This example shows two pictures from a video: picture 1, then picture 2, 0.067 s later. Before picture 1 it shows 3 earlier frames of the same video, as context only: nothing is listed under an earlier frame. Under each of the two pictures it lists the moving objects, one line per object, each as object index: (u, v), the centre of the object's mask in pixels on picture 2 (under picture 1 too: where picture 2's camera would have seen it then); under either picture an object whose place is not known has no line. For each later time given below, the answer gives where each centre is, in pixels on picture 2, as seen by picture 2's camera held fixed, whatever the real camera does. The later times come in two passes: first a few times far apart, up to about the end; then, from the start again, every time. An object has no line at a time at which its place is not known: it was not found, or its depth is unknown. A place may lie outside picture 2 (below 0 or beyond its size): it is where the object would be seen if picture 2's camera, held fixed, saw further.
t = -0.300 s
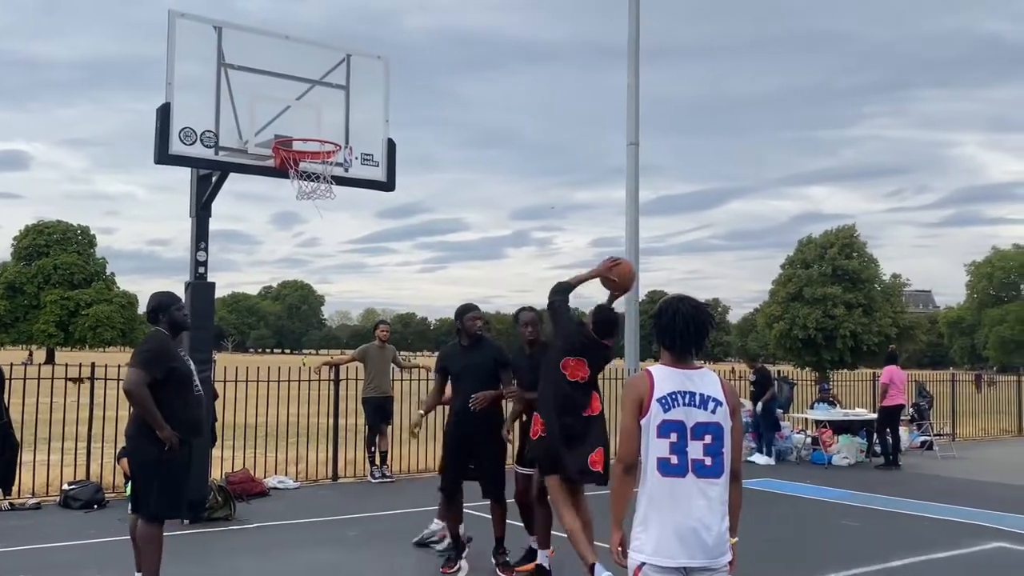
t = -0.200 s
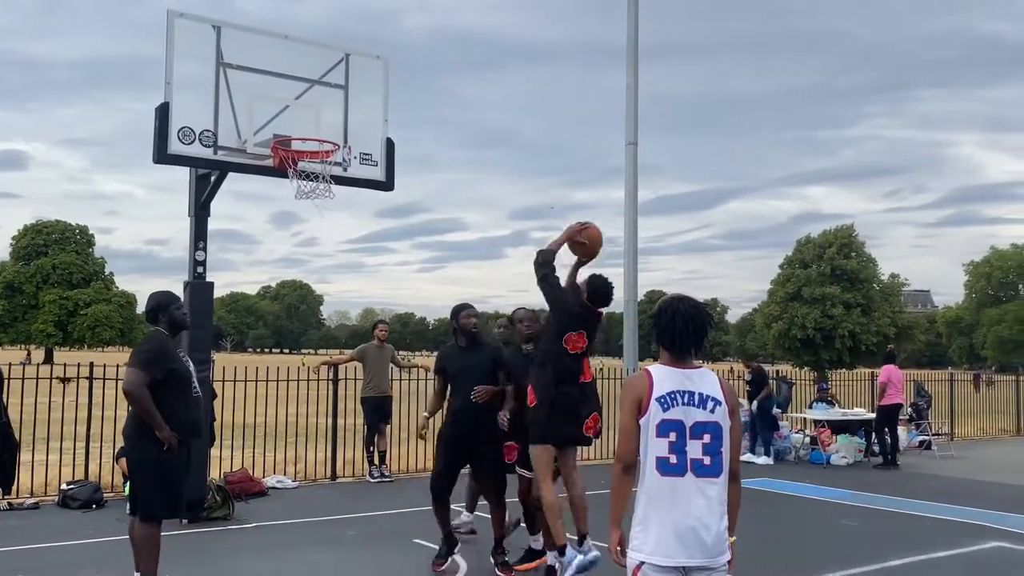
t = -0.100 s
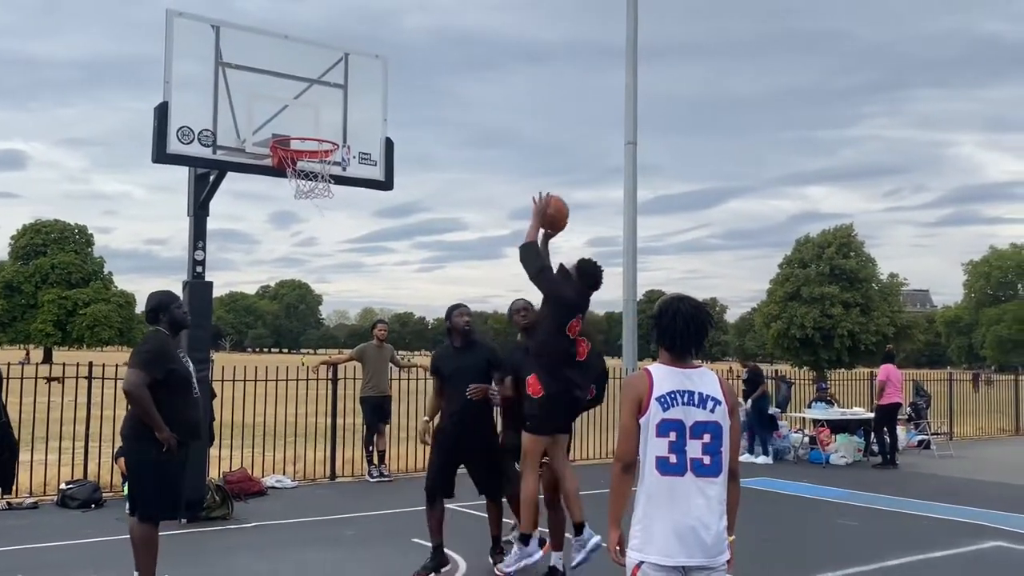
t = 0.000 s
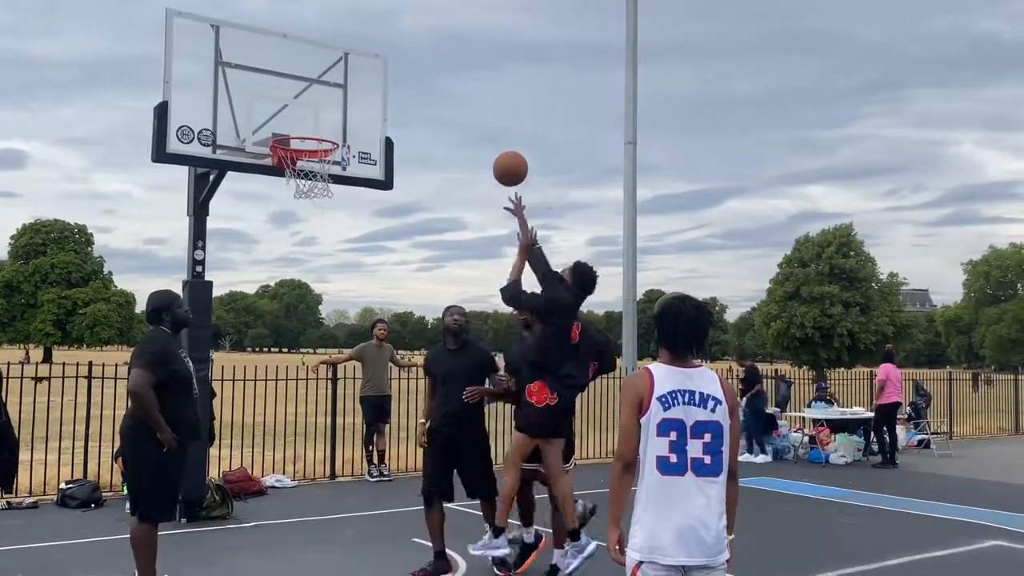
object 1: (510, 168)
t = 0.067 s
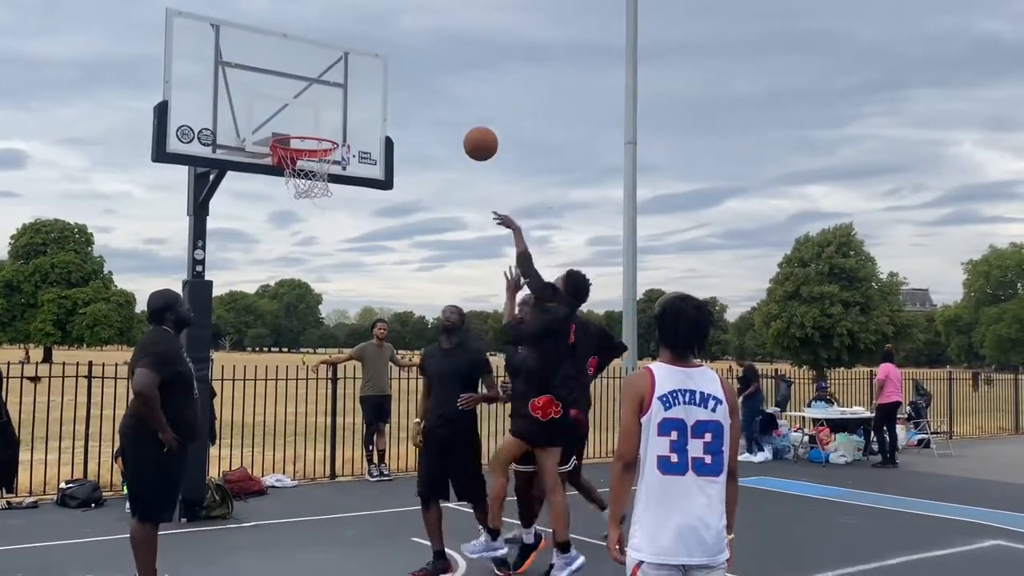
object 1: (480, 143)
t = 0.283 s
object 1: (390, 109)
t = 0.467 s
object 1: (321, 127)
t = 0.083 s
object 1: (473, 138)
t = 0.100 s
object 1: (466, 134)
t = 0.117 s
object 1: (459, 130)
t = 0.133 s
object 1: (452, 126)
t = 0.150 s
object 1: (445, 122)
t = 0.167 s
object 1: (438, 120)
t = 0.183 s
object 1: (431, 117)
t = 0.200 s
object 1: (424, 115)
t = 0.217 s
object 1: (417, 113)
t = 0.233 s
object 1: (410, 111)
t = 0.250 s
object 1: (403, 110)
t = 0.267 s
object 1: (397, 110)
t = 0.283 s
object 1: (390, 109)
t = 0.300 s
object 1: (384, 110)
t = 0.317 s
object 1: (377, 110)
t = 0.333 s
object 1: (370, 111)
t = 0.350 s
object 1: (364, 112)
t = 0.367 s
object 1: (357, 114)
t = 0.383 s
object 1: (351, 116)
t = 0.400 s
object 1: (344, 118)
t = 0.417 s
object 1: (338, 121)
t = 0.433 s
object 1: (332, 124)
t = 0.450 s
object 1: (326, 126)
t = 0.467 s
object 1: (321, 127)
